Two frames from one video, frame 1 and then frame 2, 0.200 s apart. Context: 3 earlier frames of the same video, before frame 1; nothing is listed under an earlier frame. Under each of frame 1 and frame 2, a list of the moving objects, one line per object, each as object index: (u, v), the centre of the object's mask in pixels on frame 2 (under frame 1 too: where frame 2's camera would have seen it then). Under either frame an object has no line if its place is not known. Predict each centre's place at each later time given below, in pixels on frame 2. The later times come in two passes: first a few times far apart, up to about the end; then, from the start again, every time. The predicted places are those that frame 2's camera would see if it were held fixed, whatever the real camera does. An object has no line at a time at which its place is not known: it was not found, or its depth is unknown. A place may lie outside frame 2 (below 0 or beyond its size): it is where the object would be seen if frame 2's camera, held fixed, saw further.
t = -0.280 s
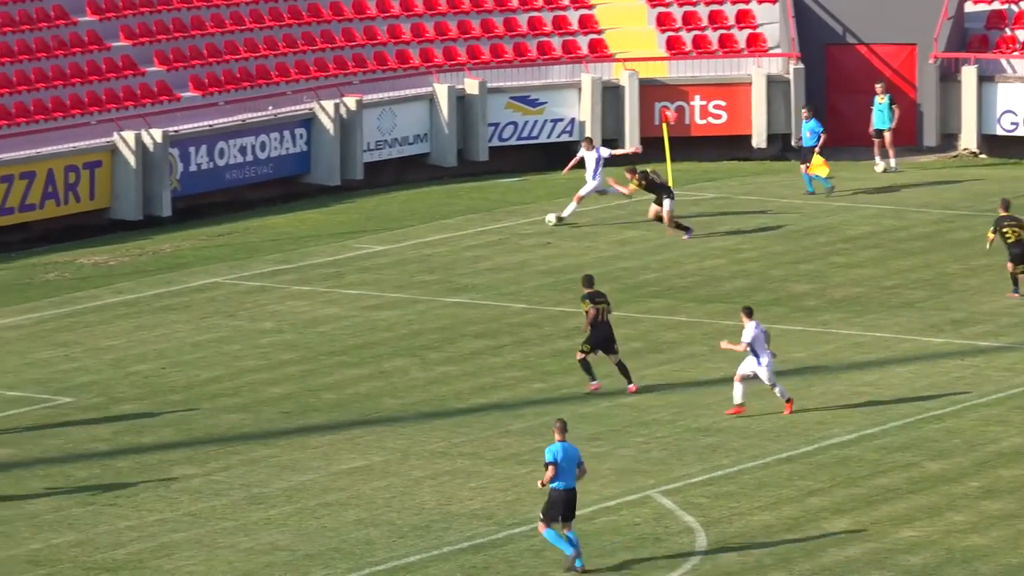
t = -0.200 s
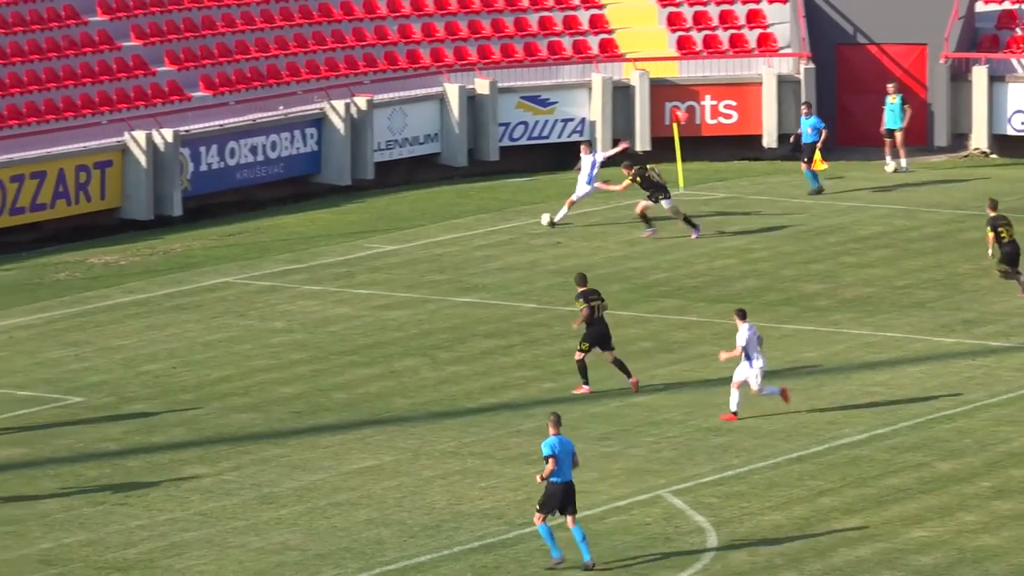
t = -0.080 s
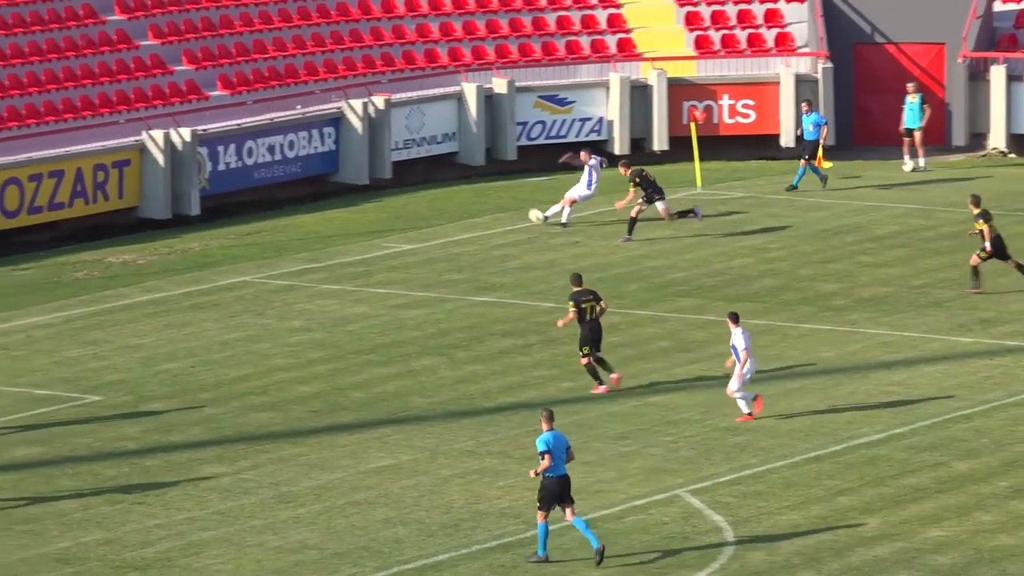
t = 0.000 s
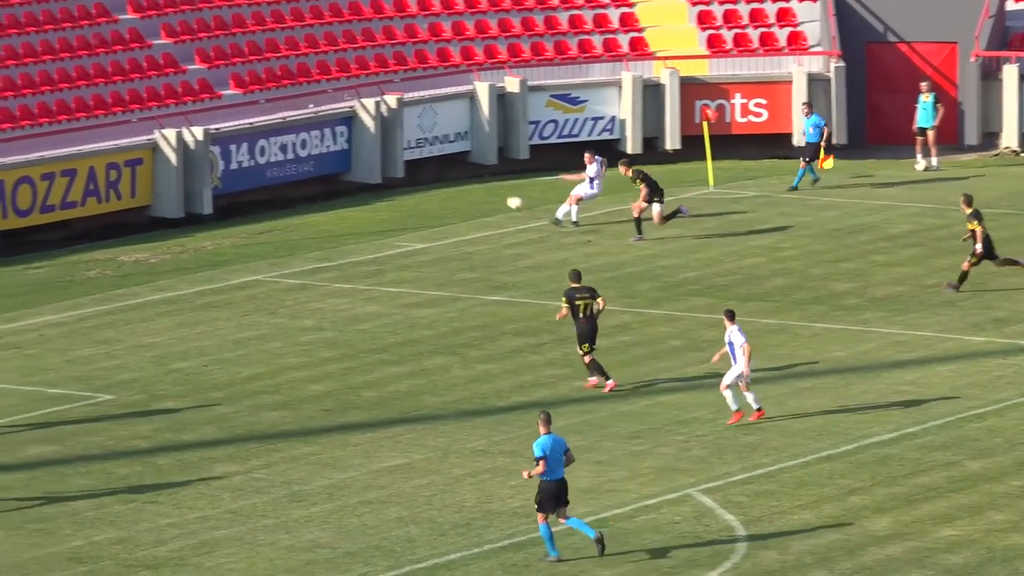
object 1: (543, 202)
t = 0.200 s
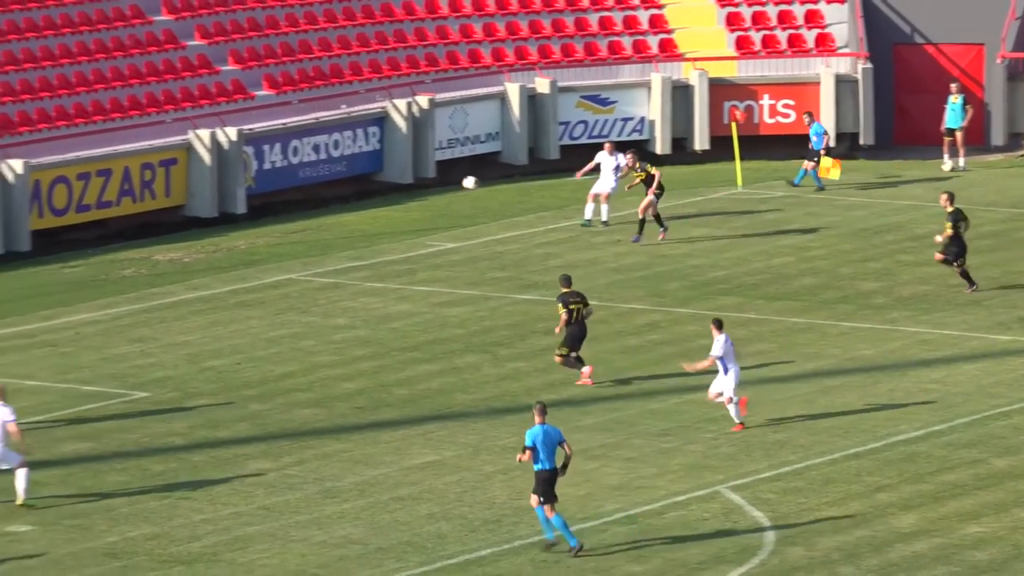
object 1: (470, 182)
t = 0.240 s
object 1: (456, 181)
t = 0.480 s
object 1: (387, 188)
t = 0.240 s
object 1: (456, 181)
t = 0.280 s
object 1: (443, 181)
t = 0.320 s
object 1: (431, 181)
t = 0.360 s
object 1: (420, 181)
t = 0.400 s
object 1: (409, 184)
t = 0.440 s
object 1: (398, 185)
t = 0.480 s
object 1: (387, 188)
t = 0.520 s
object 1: (378, 192)
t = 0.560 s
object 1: (369, 197)
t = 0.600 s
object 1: (360, 202)
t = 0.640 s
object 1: (352, 208)
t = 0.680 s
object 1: (343, 215)
